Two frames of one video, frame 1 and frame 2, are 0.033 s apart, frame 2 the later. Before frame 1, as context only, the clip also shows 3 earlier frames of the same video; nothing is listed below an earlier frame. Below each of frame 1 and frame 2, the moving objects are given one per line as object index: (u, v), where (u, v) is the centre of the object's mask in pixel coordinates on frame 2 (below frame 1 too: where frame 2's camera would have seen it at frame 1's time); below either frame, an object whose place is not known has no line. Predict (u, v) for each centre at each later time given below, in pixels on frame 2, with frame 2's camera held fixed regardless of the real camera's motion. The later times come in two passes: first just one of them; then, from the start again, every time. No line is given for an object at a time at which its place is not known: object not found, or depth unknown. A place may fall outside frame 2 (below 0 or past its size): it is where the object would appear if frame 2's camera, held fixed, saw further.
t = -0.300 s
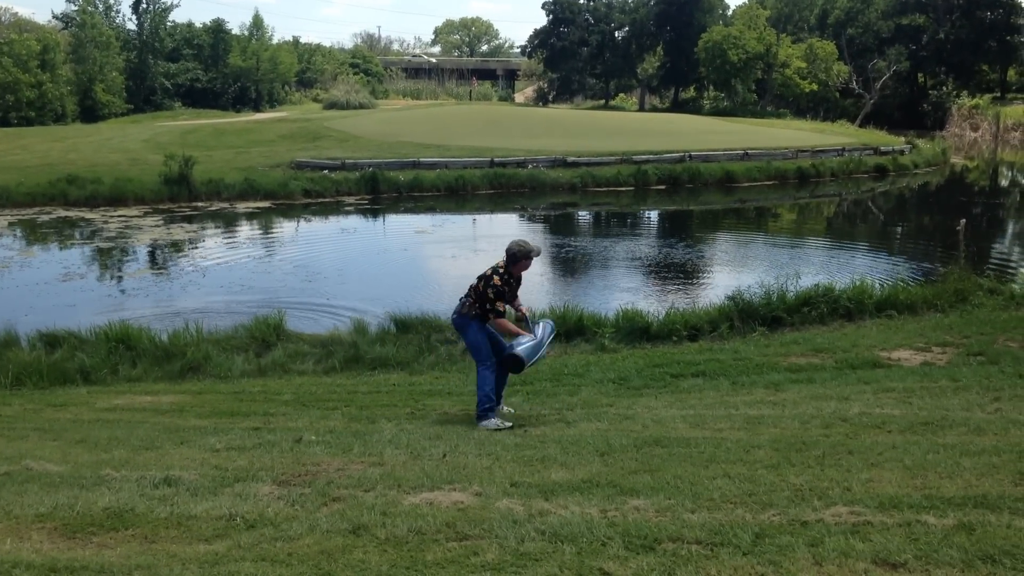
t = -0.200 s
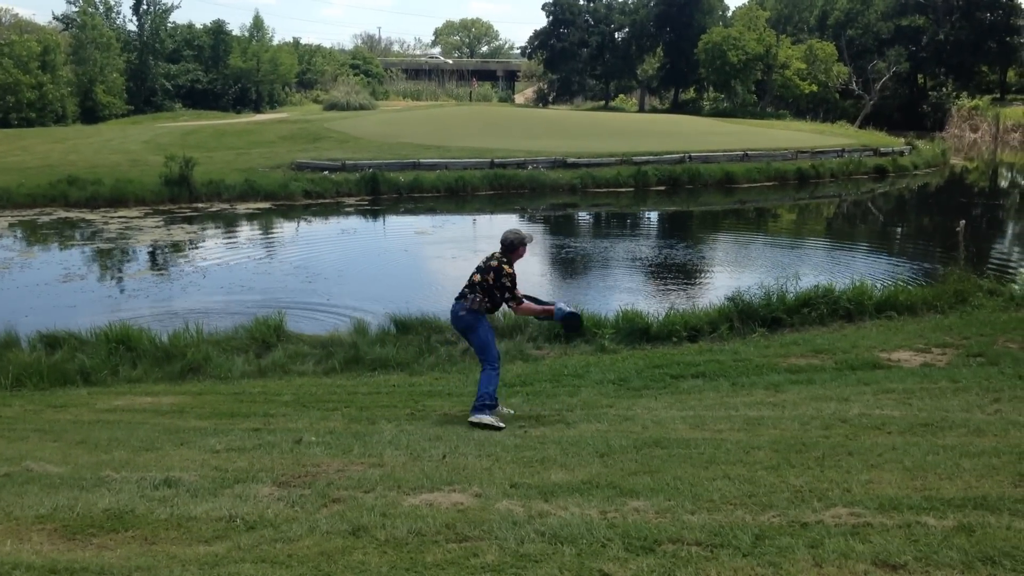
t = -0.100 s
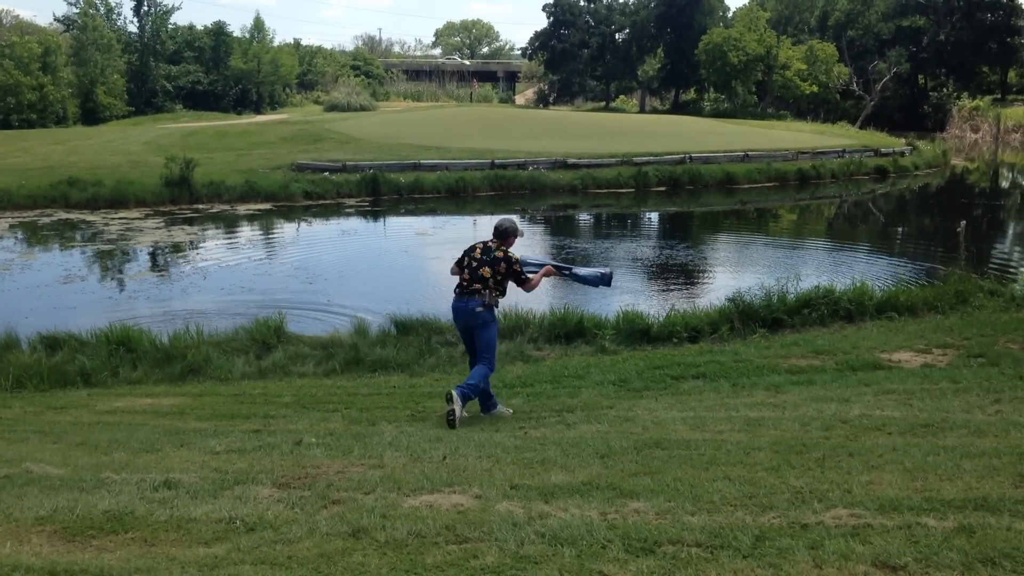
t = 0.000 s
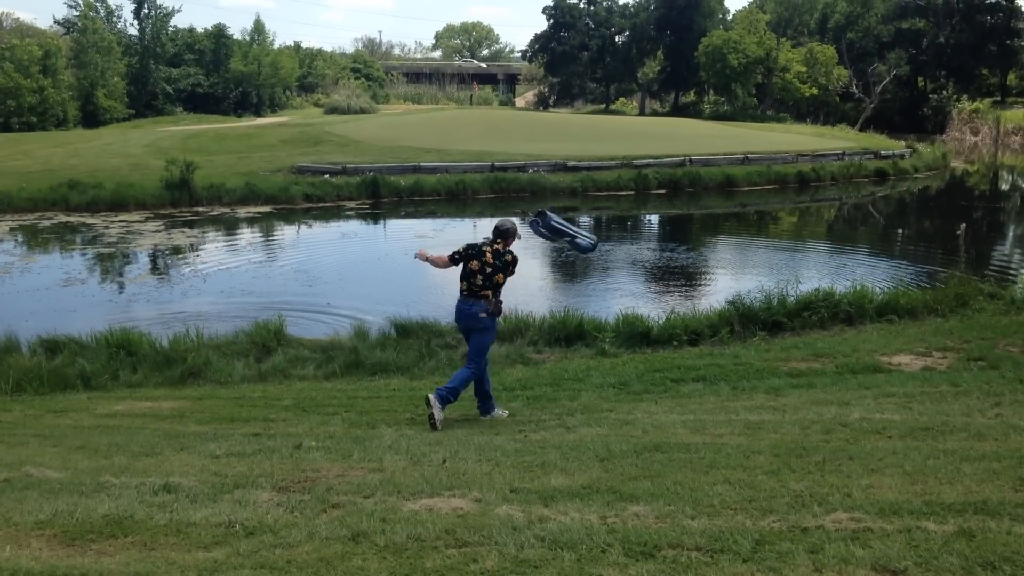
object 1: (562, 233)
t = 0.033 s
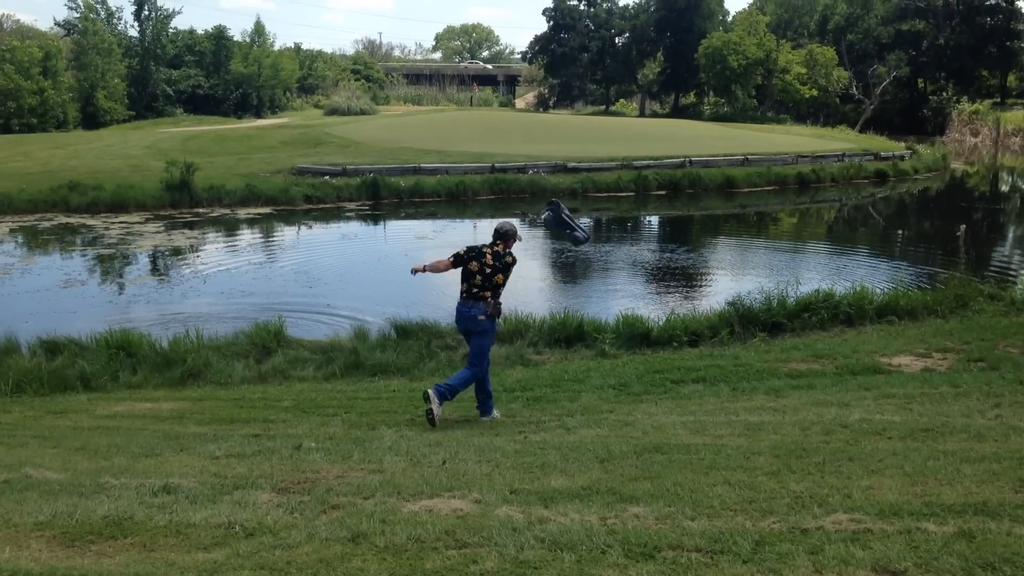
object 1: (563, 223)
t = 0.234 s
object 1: (569, 208)
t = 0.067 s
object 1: (569, 211)
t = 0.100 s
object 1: (575, 204)
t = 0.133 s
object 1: (577, 205)
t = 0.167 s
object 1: (577, 207)
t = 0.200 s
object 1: (573, 207)
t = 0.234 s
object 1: (569, 208)
